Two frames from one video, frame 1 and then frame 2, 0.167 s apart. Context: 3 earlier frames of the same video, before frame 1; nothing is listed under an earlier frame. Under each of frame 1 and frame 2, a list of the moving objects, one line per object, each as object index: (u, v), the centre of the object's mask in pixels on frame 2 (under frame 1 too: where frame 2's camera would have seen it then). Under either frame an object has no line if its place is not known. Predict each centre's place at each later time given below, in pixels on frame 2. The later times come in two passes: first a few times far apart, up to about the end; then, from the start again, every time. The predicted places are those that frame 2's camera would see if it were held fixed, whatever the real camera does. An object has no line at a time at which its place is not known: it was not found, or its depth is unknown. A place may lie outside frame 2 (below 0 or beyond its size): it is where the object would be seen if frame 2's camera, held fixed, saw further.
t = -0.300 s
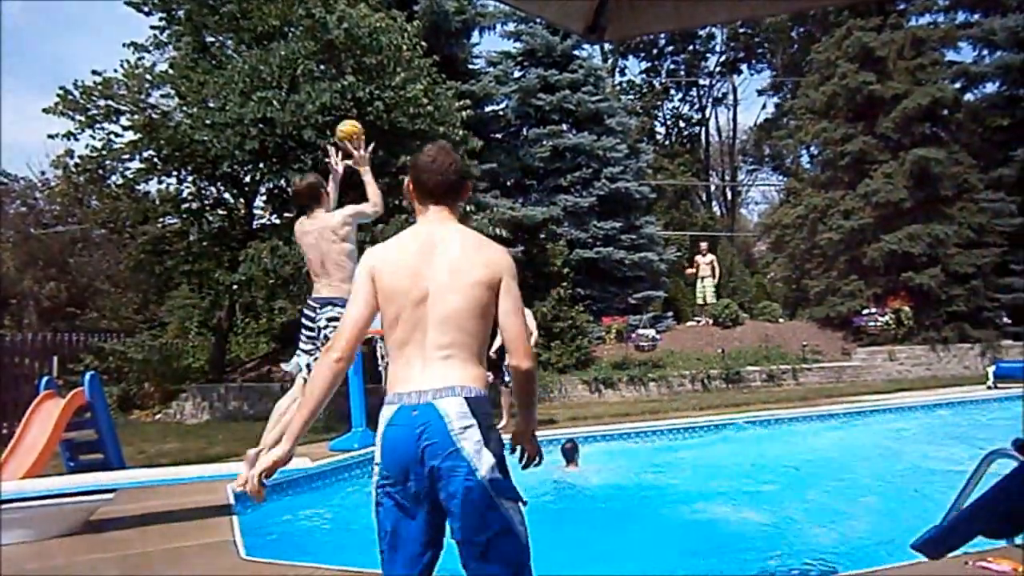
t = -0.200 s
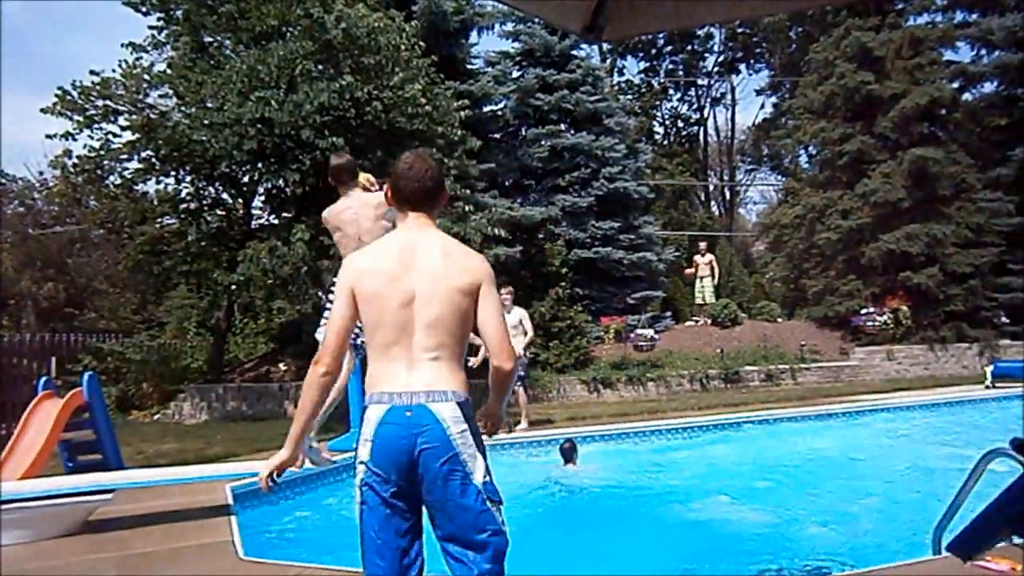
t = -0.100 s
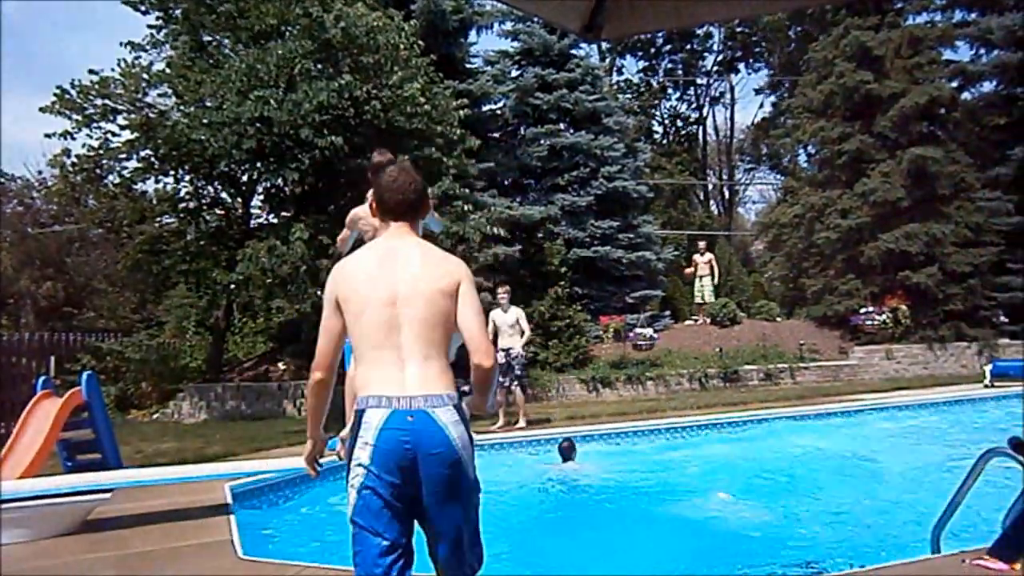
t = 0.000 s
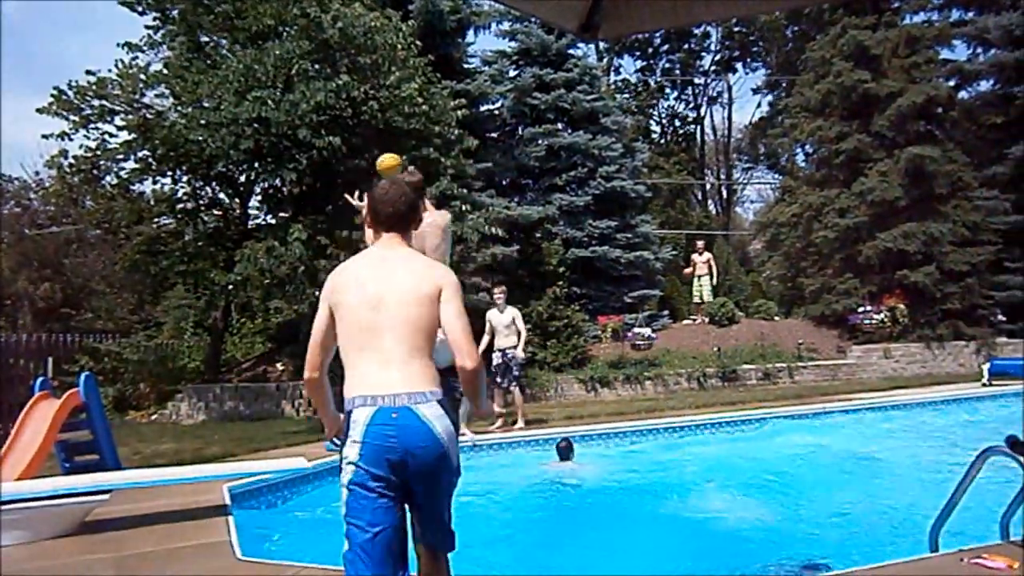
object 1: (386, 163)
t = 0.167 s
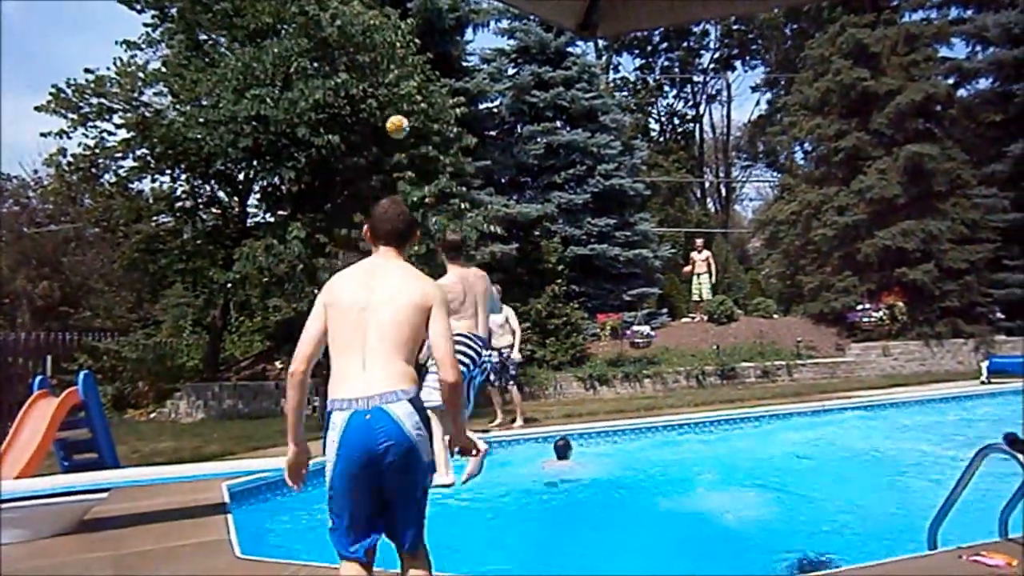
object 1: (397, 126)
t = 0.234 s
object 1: (400, 123)
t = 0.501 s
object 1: (413, 158)
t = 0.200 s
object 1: (399, 124)
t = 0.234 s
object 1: (400, 123)
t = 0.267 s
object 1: (402, 123)
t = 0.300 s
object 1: (404, 125)
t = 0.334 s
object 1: (405, 128)
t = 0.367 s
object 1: (407, 132)
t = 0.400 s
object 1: (408, 138)
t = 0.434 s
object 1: (410, 143)
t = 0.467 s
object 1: (411, 150)
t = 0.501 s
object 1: (413, 158)
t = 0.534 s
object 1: (414, 167)
